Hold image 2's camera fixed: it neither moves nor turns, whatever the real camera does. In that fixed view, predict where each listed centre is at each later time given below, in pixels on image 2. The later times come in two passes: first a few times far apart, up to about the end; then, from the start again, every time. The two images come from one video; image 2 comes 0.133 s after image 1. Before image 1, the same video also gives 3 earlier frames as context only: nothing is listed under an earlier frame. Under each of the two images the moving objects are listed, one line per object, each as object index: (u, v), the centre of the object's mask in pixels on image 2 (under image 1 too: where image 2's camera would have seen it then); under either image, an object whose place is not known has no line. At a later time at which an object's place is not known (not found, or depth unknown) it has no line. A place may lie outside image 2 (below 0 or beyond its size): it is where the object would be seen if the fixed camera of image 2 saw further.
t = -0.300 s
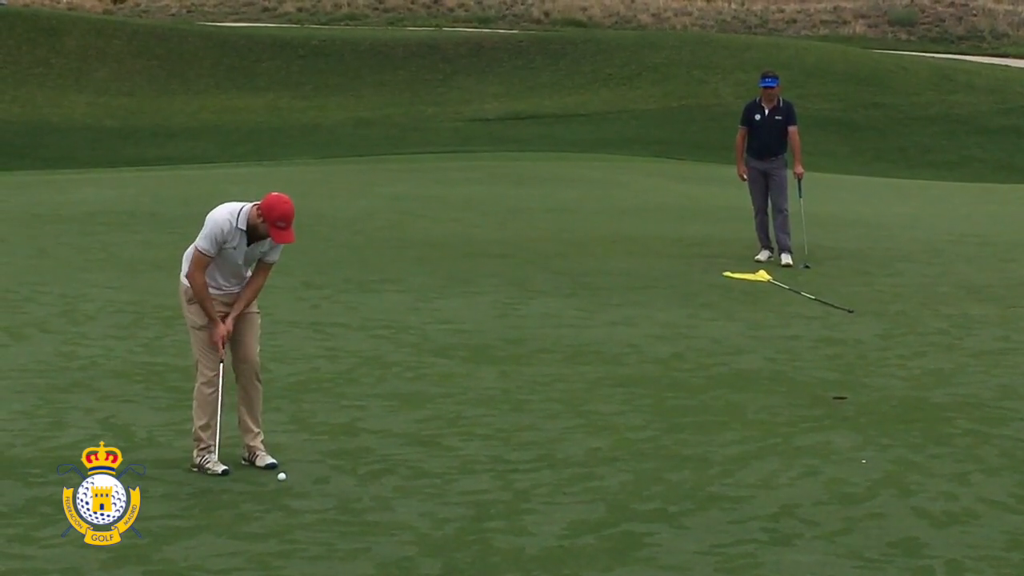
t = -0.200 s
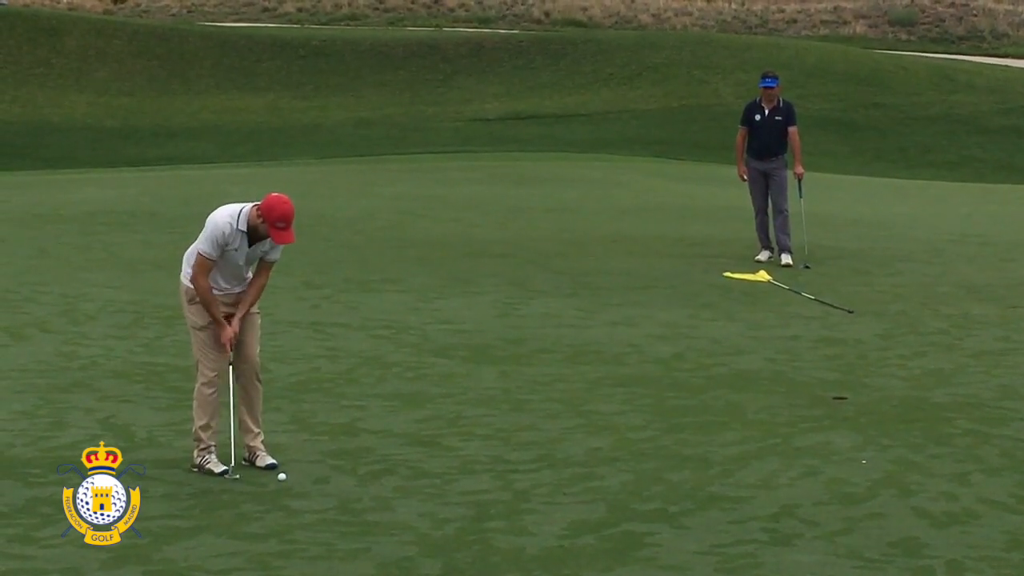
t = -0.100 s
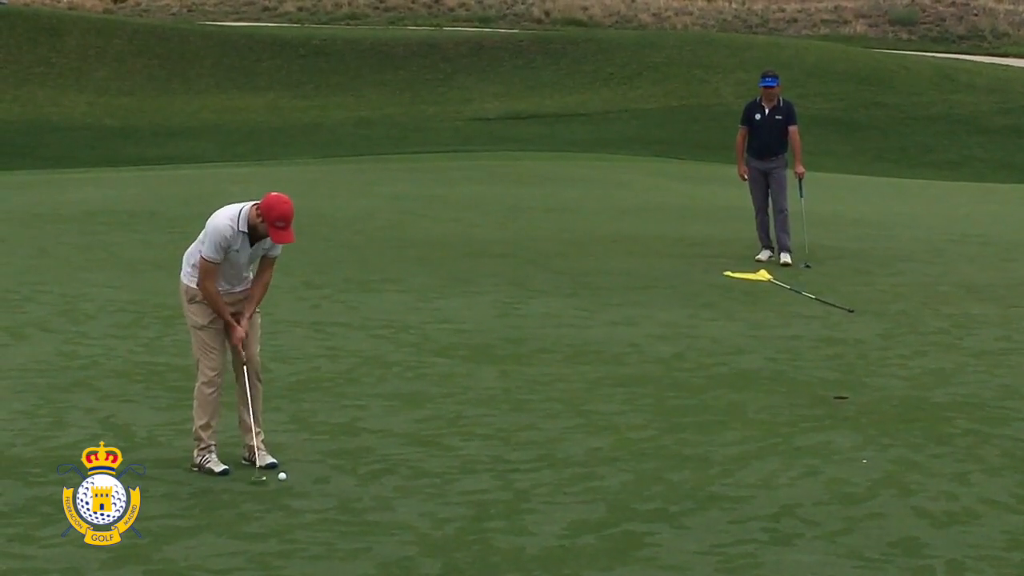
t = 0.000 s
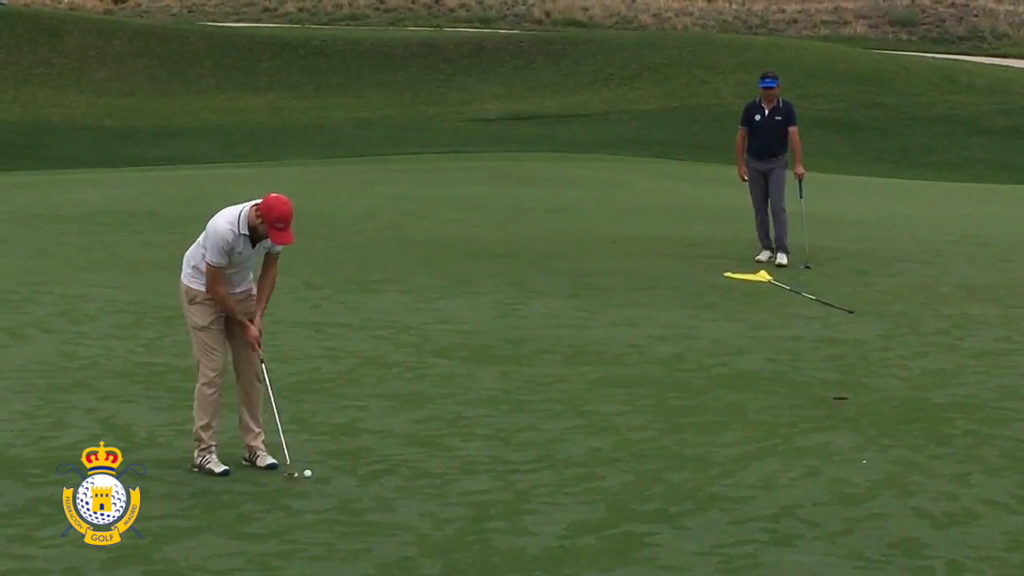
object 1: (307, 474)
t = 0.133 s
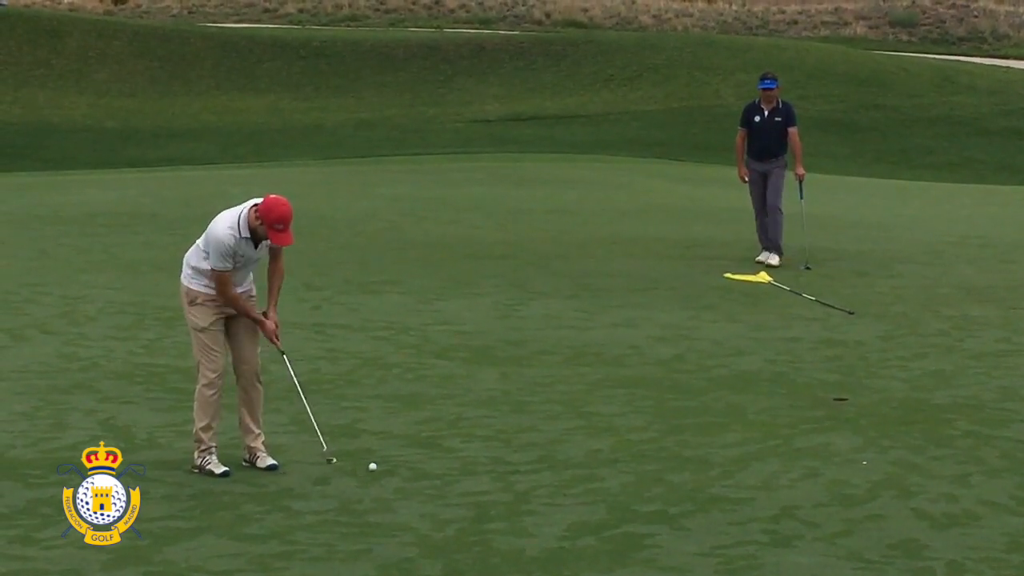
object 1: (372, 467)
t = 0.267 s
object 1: (421, 460)
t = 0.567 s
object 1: (516, 447)
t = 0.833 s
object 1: (584, 436)
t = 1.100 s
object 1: (641, 426)
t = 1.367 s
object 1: (690, 417)
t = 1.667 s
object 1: (737, 409)
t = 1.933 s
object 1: (771, 404)
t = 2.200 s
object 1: (798, 399)
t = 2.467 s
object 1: (818, 396)
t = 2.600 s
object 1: (825, 394)
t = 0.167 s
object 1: (386, 465)
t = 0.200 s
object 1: (398, 463)
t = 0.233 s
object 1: (410, 462)
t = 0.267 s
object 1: (421, 460)
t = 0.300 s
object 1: (433, 459)
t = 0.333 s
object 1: (445, 457)
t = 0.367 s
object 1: (455, 456)
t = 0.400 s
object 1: (466, 453)
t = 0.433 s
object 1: (476, 453)
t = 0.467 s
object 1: (486, 451)
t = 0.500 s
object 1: (496, 450)
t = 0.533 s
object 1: (506, 448)
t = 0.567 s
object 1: (516, 447)
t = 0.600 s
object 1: (525, 445)
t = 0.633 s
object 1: (534, 443)
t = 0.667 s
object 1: (543, 443)
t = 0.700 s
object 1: (552, 441)
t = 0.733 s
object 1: (560, 440)
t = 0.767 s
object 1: (568, 438)
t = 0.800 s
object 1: (576, 437)
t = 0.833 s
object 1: (584, 436)
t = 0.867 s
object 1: (592, 434)
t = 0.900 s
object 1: (599, 433)
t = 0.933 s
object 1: (607, 432)
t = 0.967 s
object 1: (614, 431)
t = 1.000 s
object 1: (622, 429)
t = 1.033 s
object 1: (628, 428)
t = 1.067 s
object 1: (635, 427)
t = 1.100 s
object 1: (641, 426)
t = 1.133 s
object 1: (648, 424)
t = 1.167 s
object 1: (655, 424)
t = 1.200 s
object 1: (660, 422)
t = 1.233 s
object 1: (667, 421)
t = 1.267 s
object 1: (673, 420)
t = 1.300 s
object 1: (679, 419)
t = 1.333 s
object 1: (685, 418)
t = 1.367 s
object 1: (690, 417)
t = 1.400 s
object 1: (696, 416)
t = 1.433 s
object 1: (702, 415)
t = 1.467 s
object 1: (707, 415)
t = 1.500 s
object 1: (712, 414)
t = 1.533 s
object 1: (717, 412)
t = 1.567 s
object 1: (723, 412)
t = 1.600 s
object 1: (727, 411)
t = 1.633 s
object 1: (732, 411)
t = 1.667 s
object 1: (737, 409)
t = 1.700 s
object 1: (742, 408)
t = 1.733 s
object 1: (746, 408)
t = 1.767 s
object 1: (751, 407)
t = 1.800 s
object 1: (755, 406)
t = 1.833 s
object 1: (759, 406)
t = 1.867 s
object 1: (763, 405)
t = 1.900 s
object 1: (767, 405)
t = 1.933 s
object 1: (771, 404)
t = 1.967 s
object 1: (775, 403)
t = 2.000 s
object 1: (778, 402)
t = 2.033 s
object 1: (782, 402)
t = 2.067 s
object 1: (785, 401)
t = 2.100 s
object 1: (788, 401)
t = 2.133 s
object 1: (792, 401)
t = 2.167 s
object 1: (795, 400)
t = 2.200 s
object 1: (798, 399)
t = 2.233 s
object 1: (801, 399)
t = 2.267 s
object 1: (804, 398)
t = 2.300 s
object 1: (807, 398)
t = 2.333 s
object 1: (809, 397)
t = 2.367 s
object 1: (811, 397)
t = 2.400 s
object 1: (813, 397)
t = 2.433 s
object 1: (816, 396)
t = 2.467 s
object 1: (818, 396)
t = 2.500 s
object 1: (820, 395)
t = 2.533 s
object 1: (821, 395)
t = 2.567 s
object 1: (823, 395)
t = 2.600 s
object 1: (825, 394)
